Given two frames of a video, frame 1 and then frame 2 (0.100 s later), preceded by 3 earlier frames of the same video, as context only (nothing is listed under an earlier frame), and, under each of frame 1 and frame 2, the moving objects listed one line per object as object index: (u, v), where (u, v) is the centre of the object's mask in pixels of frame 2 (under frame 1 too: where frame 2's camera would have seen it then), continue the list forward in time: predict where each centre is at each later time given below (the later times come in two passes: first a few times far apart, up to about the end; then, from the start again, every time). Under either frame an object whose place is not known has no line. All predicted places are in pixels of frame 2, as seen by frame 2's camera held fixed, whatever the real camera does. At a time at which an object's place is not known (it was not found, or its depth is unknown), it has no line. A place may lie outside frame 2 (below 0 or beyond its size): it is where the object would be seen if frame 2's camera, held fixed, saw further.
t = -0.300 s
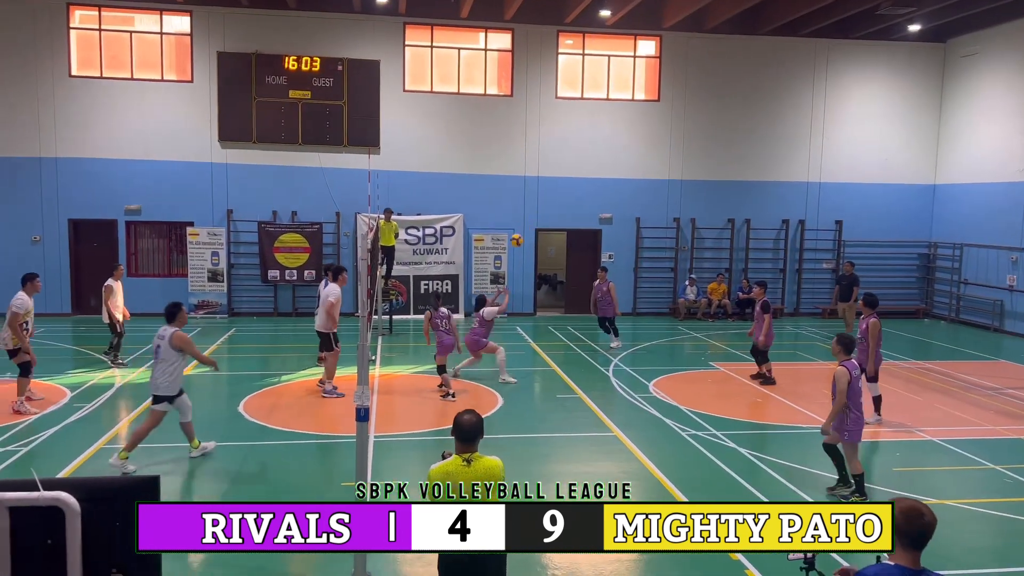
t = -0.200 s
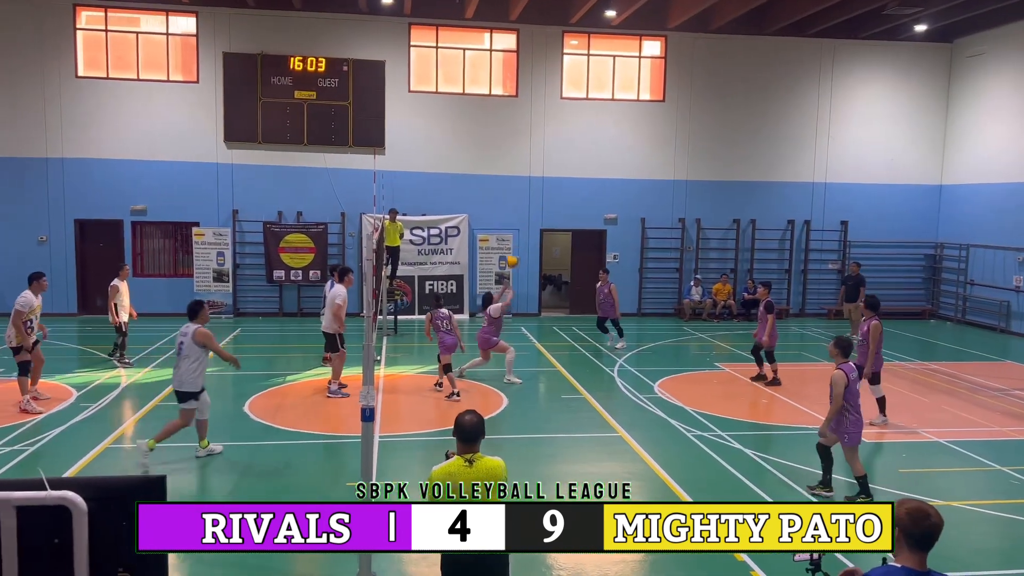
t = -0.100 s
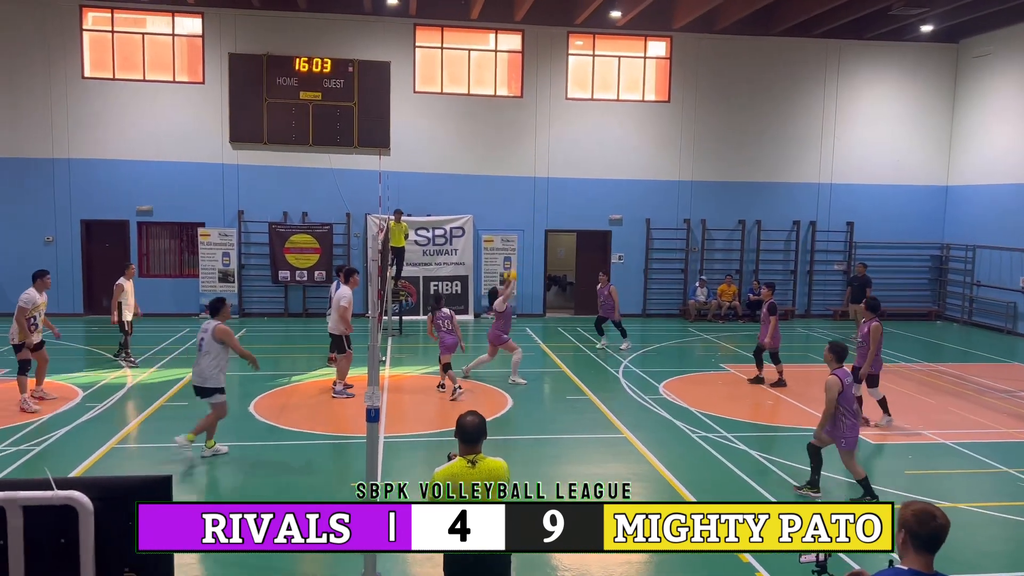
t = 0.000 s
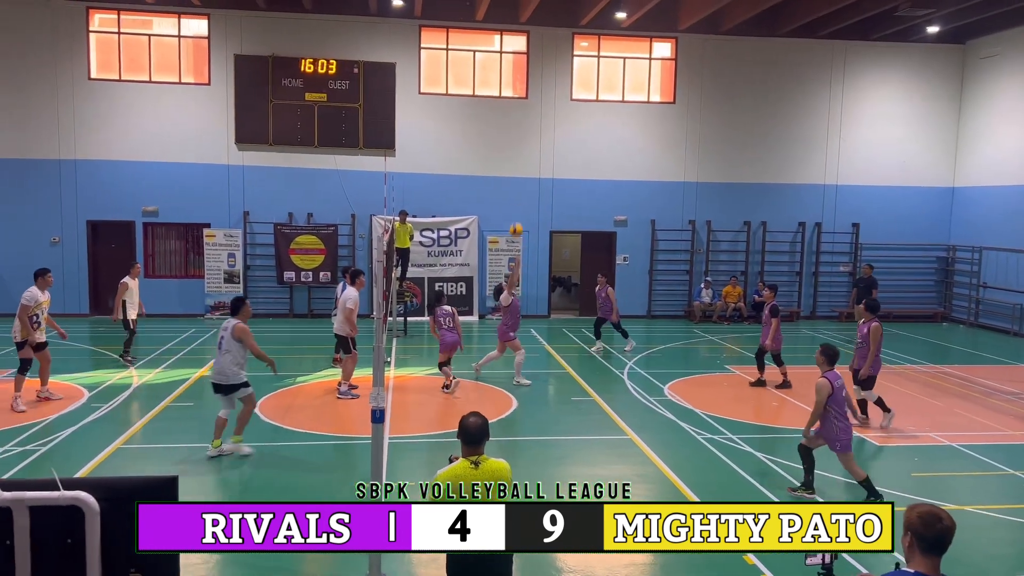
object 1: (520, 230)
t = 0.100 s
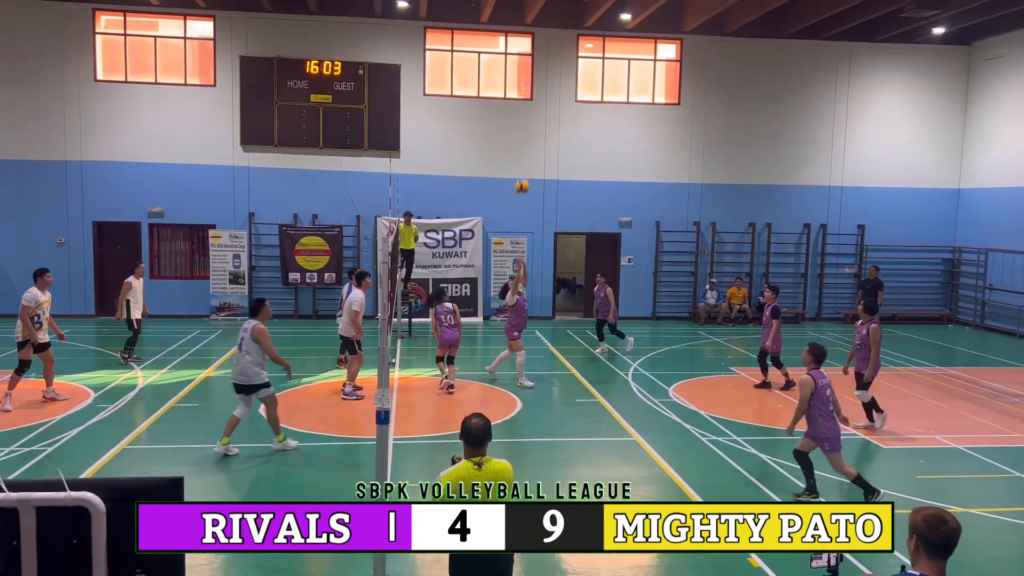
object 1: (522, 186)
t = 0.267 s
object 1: (524, 124)
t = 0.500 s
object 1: (529, 63)
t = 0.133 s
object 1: (522, 173)
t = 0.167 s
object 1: (523, 160)
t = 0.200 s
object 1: (523, 147)
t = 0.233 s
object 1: (524, 135)
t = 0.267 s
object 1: (524, 124)
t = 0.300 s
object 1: (525, 114)
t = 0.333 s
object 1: (526, 104)
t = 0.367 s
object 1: (527, 95)
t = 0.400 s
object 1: (527, 86)
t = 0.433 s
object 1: (528, 77)
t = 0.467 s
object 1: (528, 70)
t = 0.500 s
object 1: (529, 63)
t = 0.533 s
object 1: (529, 57)
